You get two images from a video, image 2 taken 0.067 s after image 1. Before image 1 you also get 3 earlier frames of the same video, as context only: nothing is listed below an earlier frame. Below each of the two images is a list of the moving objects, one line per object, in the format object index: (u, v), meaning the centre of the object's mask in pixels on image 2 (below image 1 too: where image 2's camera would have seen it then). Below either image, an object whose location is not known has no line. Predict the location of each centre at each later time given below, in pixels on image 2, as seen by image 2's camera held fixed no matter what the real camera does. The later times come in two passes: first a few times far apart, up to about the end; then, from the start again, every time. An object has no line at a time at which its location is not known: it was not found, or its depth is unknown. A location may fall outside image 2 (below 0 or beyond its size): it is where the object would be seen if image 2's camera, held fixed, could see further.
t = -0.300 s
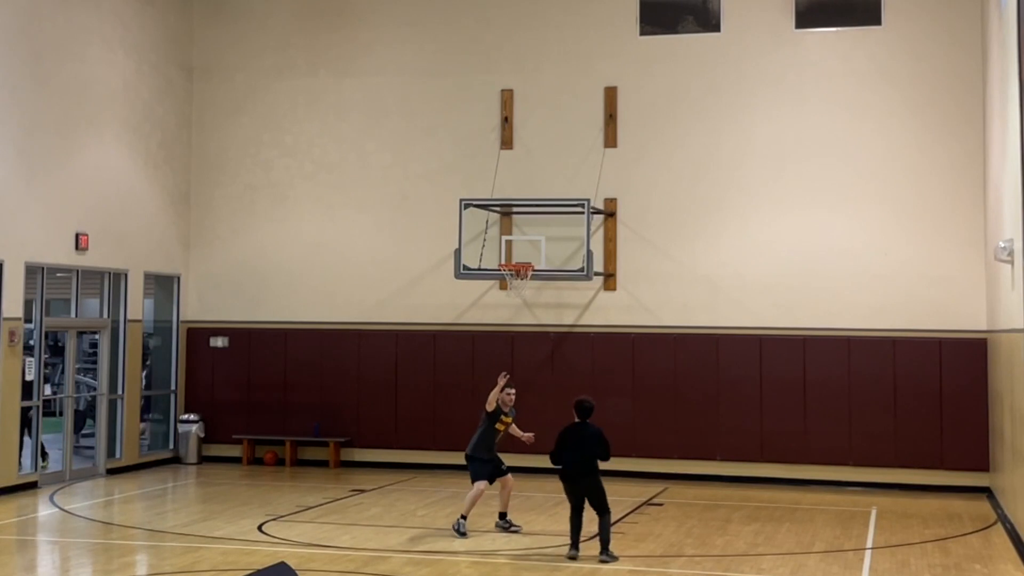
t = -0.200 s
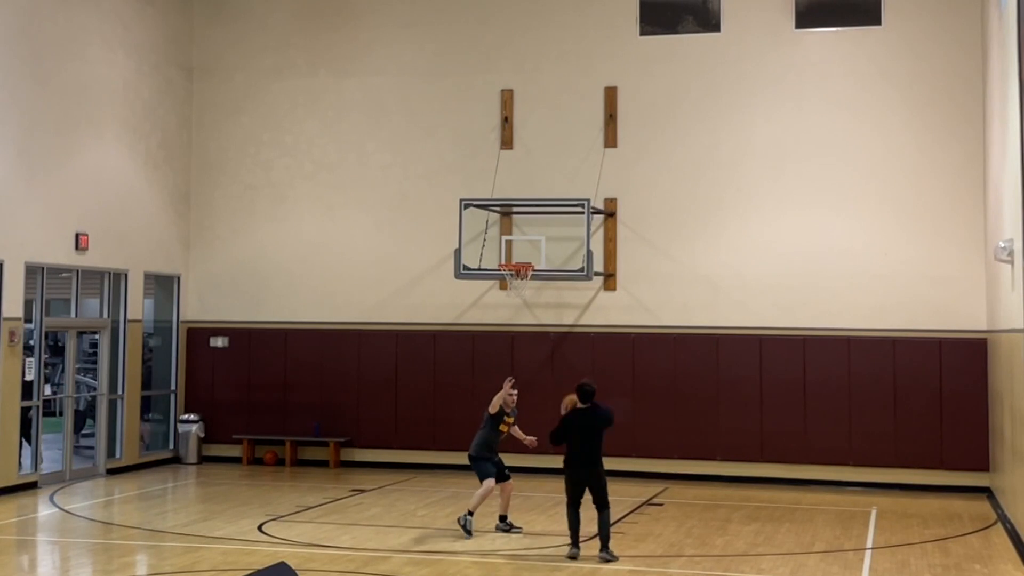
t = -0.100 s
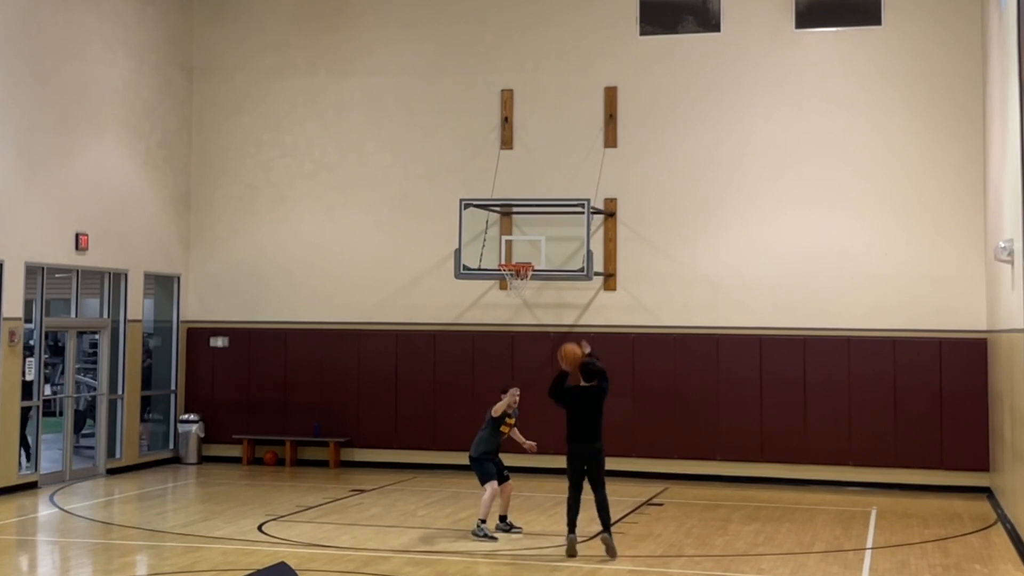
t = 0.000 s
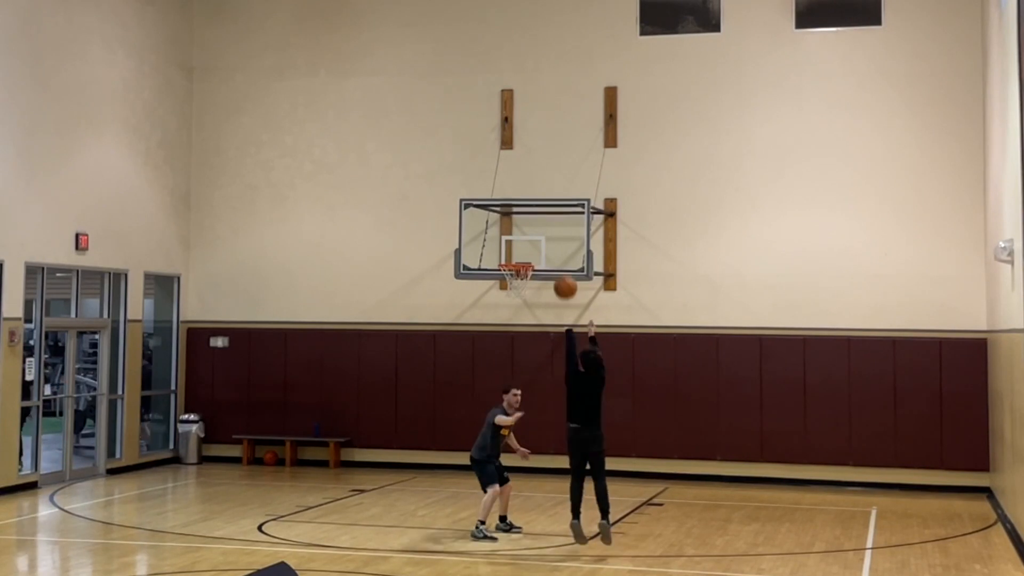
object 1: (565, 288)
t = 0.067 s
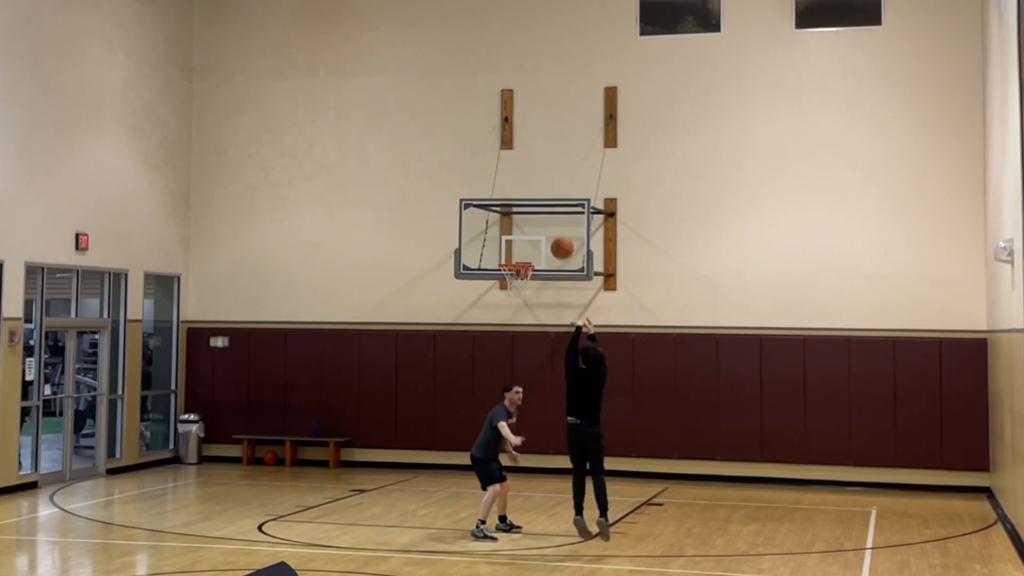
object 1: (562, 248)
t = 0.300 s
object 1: (552, 152)
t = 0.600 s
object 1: (541, 112)
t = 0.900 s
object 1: (533, 146)
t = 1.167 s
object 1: (527, 226)
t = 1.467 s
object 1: (493, 319)
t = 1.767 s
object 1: (451, 443)
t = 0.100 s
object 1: (560, 231)
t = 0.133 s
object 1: (559, 214)
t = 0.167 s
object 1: (557, 198)
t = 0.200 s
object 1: (556, 185)
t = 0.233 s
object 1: (555, 173)
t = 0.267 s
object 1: (553, 162)
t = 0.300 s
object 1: (552, 152)
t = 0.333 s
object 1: (551, 144)
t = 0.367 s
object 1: (549, 136)
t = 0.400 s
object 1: (548, 130)
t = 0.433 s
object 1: (547, 124)
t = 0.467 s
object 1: (546, 120)
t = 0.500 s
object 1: (545, 117)
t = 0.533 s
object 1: (544, 114)
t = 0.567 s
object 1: (542, 113)
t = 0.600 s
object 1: (541, 112)
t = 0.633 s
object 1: (540, 113)
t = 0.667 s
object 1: (539, 114)
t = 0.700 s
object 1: (538, 116)
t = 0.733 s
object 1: (537, 119)
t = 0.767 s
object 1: (536, 123)
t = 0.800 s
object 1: (535, 127)
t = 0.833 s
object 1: (534, 133)
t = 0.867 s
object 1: (533, 139)
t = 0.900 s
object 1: (533, 146)
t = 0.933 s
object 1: (532, 153)
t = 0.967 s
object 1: (531, 161)
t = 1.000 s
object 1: (530, 170)
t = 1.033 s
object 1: (530, 180)
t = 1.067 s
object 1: (529, 191)
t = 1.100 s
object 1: (528, 201)
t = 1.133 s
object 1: (527, 213)
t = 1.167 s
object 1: (527, 226)
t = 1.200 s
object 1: (526, 239)
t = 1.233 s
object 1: (525, 252)
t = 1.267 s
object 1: (525, 262)
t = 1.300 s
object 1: (518, 271)
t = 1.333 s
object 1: (513, 284)
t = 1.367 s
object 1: (507, 295)
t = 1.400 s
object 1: (503, 300)
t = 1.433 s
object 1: (498, 309)
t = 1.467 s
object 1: (493, 319)
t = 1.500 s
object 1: (488, 330)
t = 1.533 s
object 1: (483, 342)
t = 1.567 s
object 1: (479, 354)
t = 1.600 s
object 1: (474, 366)
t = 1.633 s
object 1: (469, 380)
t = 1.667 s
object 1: (465, 395)
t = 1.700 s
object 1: (460, 411)
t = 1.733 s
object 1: (456, 426)
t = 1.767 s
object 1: (451, 443)
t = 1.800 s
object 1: (447, 462)
